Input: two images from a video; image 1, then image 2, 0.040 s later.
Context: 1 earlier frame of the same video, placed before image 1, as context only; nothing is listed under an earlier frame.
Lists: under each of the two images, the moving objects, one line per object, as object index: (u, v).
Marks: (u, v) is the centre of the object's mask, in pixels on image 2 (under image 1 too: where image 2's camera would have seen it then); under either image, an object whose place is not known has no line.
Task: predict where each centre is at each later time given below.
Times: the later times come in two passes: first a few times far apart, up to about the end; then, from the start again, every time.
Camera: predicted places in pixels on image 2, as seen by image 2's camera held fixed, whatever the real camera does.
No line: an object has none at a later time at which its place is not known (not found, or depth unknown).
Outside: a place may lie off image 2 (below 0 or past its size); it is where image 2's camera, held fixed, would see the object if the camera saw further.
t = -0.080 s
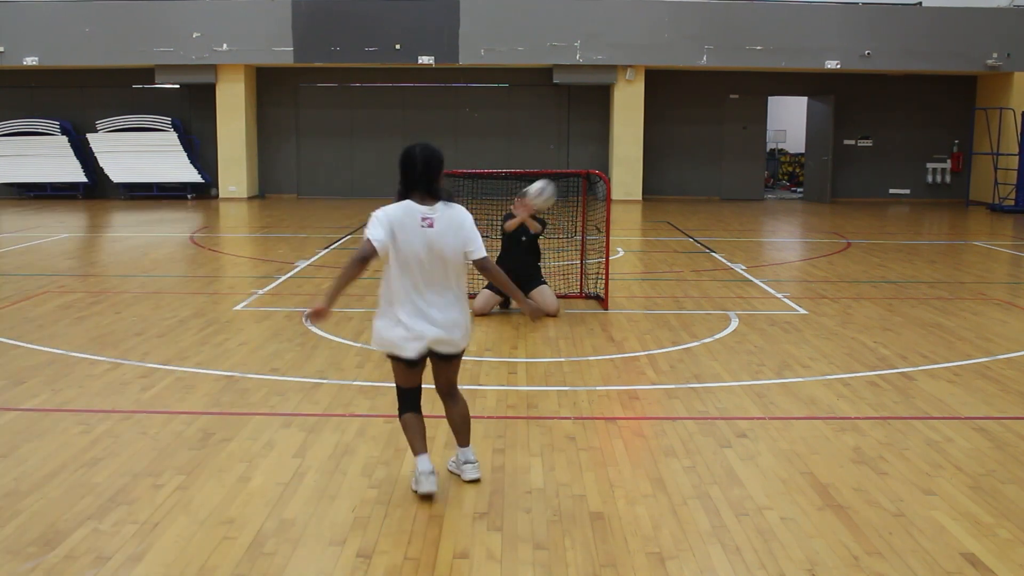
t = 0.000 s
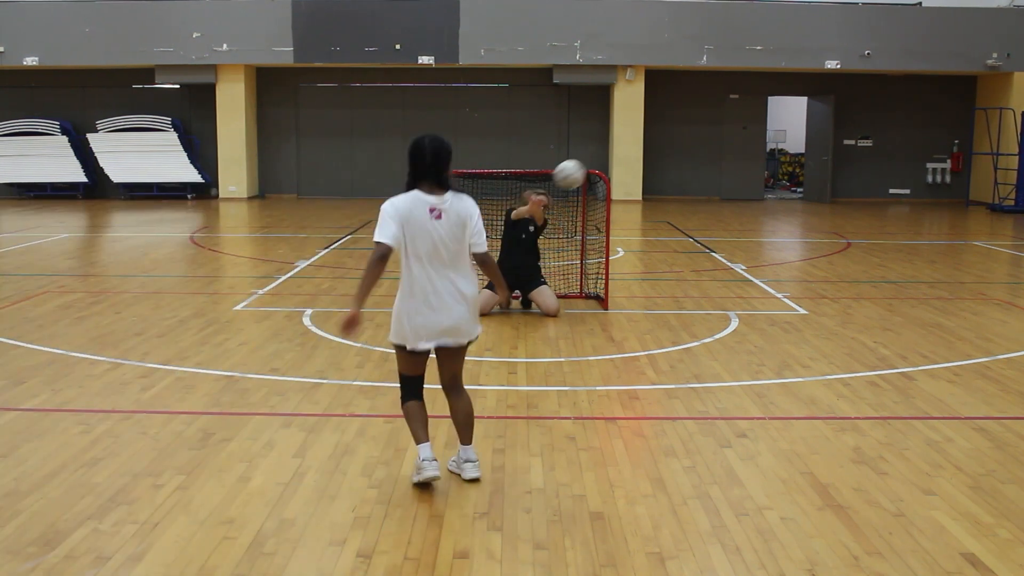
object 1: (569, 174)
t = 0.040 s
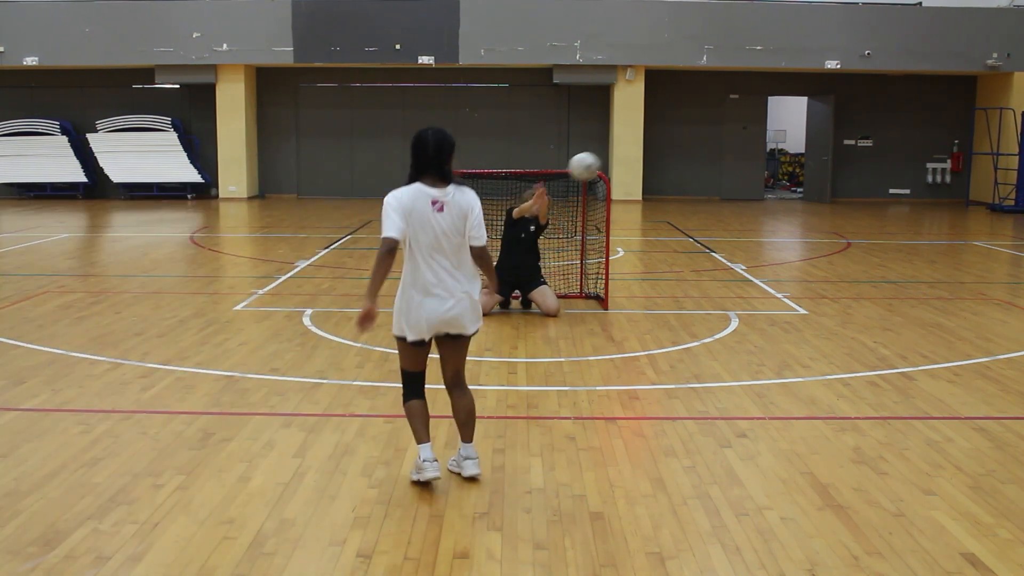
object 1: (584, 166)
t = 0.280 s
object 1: (672, 165)
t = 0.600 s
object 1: (791, 280)
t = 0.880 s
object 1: (861, 259)
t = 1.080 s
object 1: (901, 236)
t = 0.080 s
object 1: (598, 161)
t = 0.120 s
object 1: (613, 158)
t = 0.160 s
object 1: (628, 156)
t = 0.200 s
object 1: (644, 157)
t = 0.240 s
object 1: (658, 160)
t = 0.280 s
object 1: (672, 165)
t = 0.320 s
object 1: (687, 172)
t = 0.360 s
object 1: (702, 181)
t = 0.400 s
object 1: (716, 191)
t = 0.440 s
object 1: (732, 203)
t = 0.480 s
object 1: (747, 217)
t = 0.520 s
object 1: (761, 237)
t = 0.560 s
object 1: (776, 258)
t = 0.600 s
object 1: (791, 280)
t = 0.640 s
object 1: (806, 306)
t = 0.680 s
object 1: (820, 333)
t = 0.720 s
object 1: (828, 316)
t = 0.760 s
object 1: (837, 299)
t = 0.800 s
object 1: (845, 284)
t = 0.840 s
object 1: (853, 270)
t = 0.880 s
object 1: (861, 259)
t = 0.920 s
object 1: (870, 250)
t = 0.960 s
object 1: (879, 243)
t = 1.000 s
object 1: (886, 240)
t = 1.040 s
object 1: (894, 236)
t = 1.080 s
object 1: (901, 236)
